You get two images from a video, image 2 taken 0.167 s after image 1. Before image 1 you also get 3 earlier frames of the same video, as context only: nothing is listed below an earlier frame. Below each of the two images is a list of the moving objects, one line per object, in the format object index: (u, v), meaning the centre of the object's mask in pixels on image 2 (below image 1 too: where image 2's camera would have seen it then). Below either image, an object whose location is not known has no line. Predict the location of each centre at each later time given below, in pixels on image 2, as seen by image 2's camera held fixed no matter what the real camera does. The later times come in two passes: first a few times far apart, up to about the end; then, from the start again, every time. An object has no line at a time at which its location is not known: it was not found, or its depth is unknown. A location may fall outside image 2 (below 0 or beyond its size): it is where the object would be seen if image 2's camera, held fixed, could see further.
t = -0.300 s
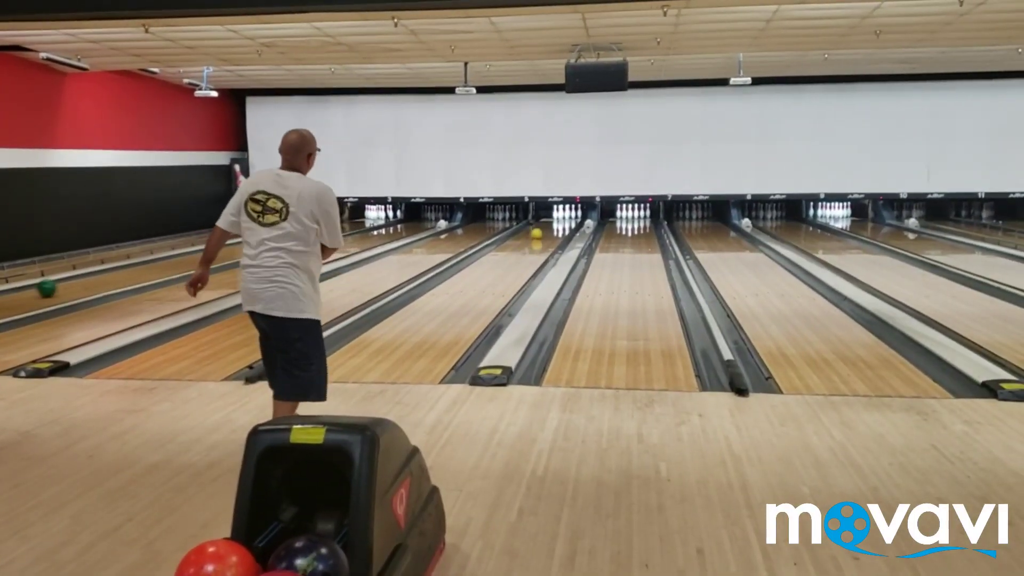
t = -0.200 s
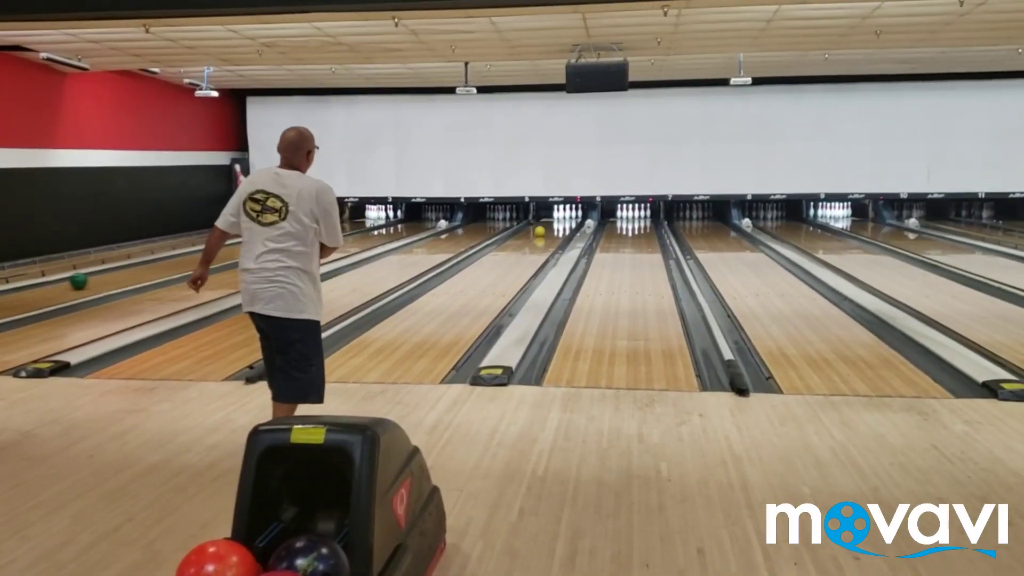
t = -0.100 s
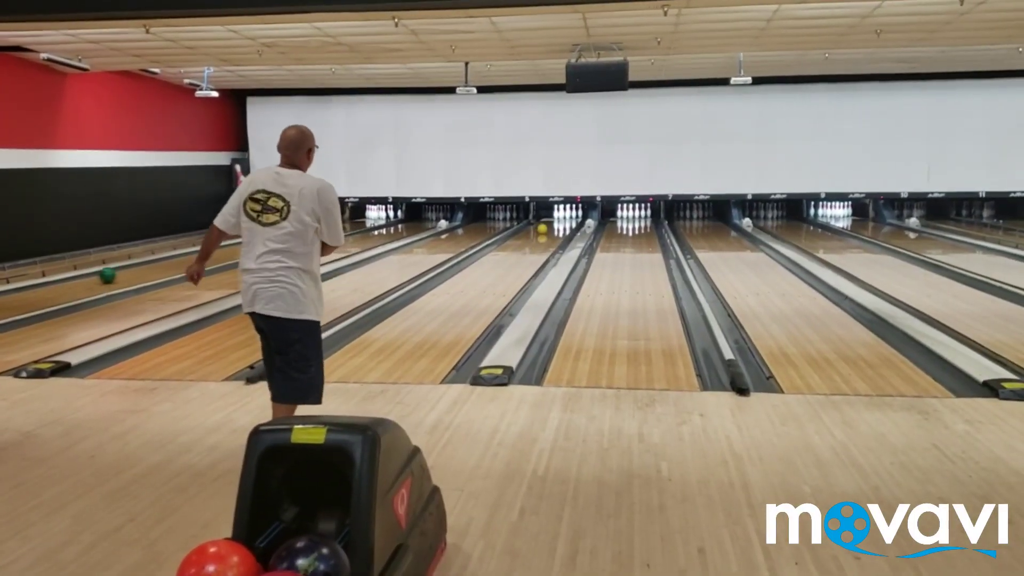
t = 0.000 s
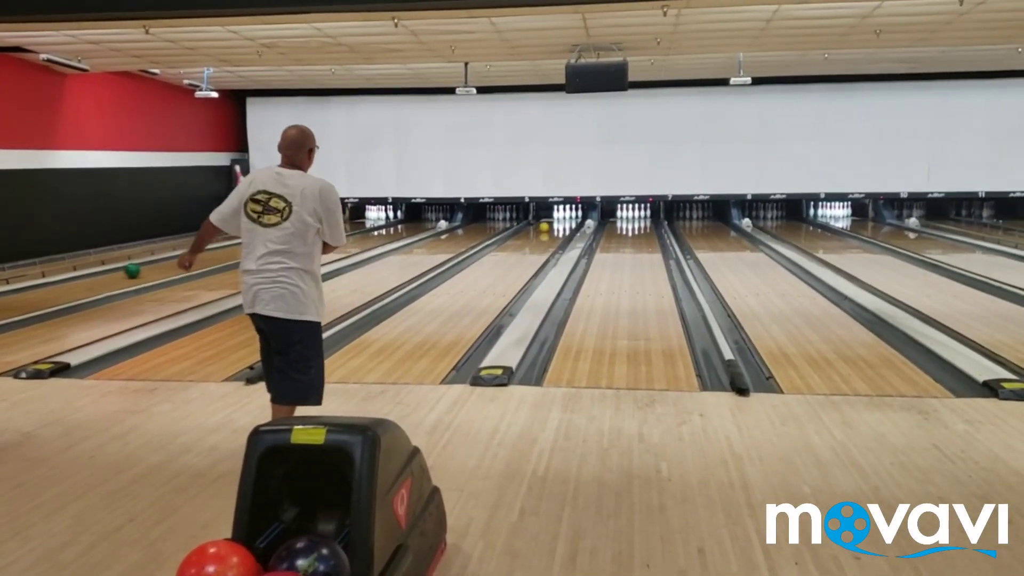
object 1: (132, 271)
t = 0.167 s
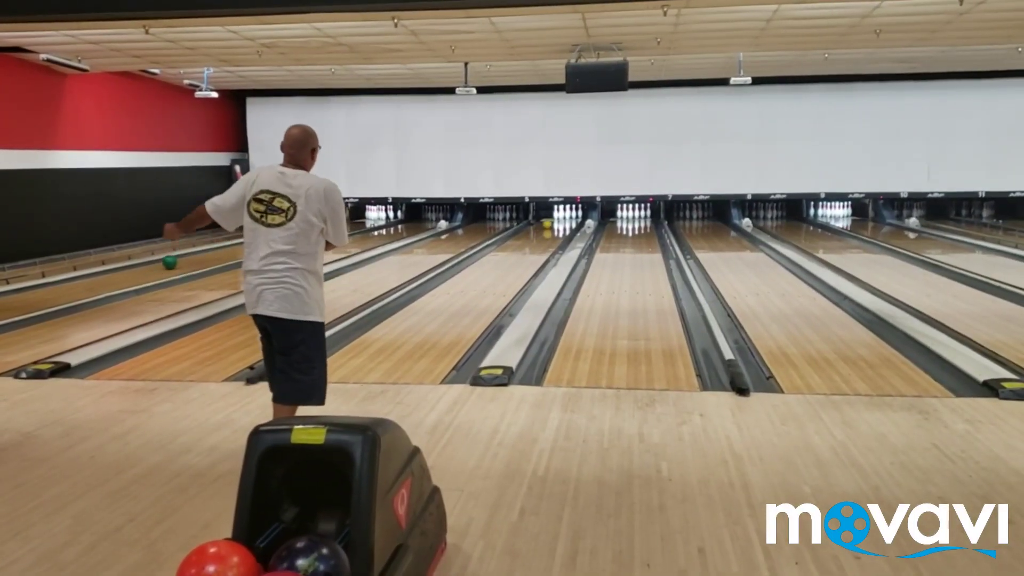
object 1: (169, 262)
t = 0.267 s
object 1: (189, 258)
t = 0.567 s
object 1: (240, 246)
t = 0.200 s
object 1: (176, 261)
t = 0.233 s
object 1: (182, 259)
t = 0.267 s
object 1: (189, 258)
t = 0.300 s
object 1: (195, 256)
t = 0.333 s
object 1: (201, 255)
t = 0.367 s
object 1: (207, 253)
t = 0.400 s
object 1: (213, 252)
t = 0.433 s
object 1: (218, 251)
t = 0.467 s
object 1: (224, 250)
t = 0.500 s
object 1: (229, 249)
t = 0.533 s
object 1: (234, 248)
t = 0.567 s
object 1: (240, 246)
